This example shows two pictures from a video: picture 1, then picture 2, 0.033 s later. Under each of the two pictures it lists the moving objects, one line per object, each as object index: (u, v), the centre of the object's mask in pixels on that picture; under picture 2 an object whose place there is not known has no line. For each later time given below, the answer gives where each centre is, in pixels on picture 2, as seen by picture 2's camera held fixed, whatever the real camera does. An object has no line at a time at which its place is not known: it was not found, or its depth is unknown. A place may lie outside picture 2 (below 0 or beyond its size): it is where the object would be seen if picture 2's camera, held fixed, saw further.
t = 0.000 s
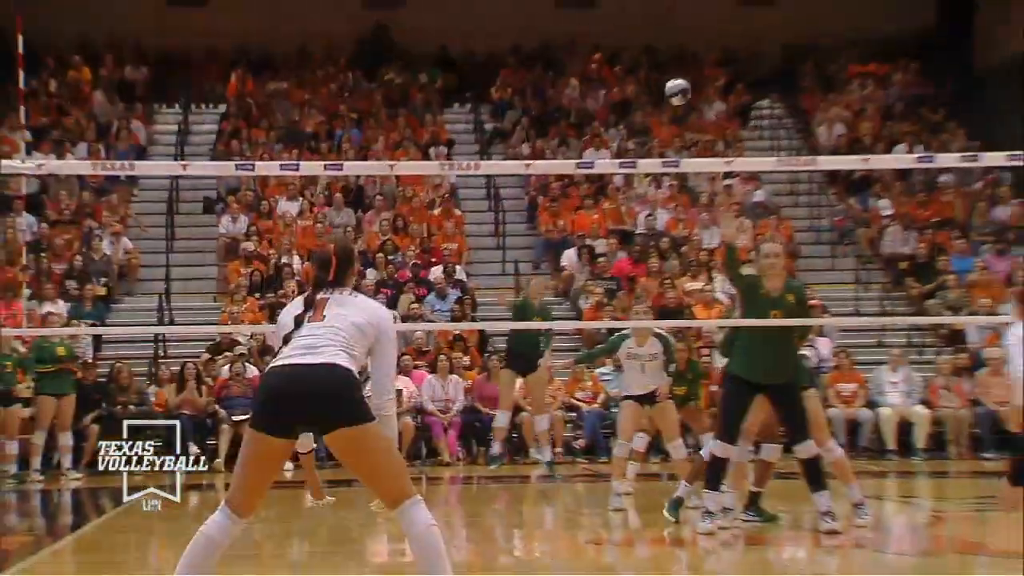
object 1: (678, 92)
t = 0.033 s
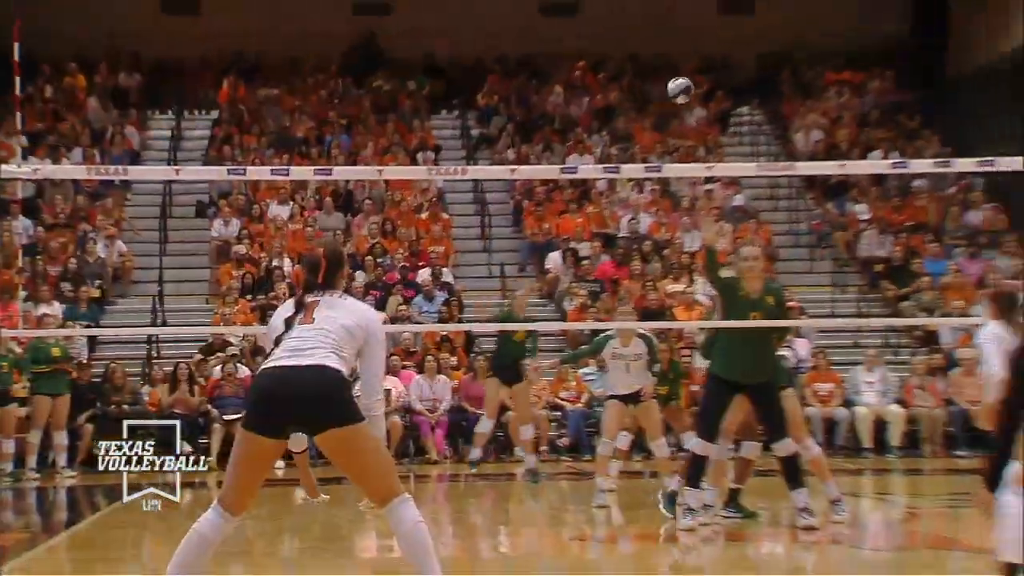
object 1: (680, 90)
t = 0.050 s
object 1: (693, 85)
